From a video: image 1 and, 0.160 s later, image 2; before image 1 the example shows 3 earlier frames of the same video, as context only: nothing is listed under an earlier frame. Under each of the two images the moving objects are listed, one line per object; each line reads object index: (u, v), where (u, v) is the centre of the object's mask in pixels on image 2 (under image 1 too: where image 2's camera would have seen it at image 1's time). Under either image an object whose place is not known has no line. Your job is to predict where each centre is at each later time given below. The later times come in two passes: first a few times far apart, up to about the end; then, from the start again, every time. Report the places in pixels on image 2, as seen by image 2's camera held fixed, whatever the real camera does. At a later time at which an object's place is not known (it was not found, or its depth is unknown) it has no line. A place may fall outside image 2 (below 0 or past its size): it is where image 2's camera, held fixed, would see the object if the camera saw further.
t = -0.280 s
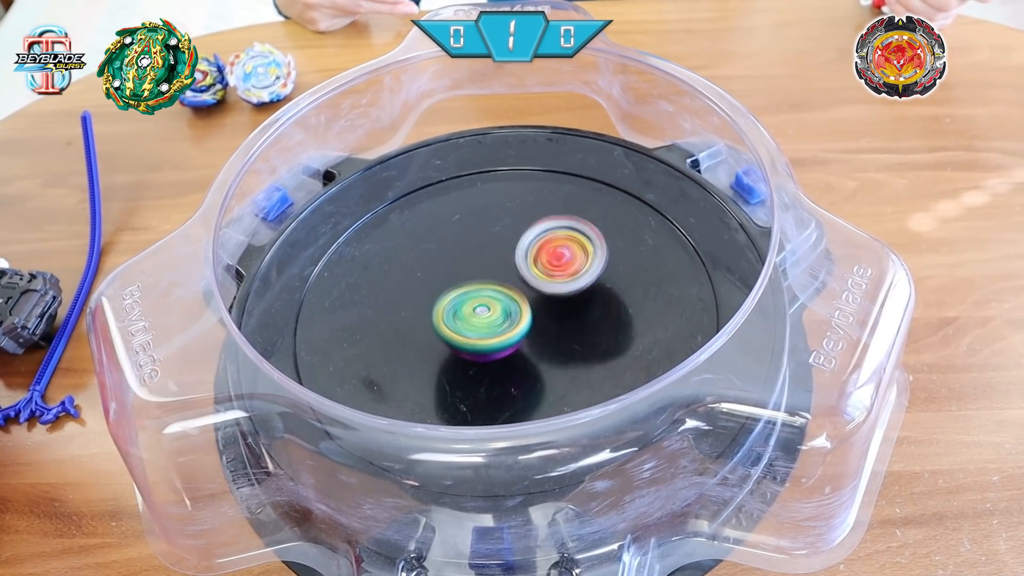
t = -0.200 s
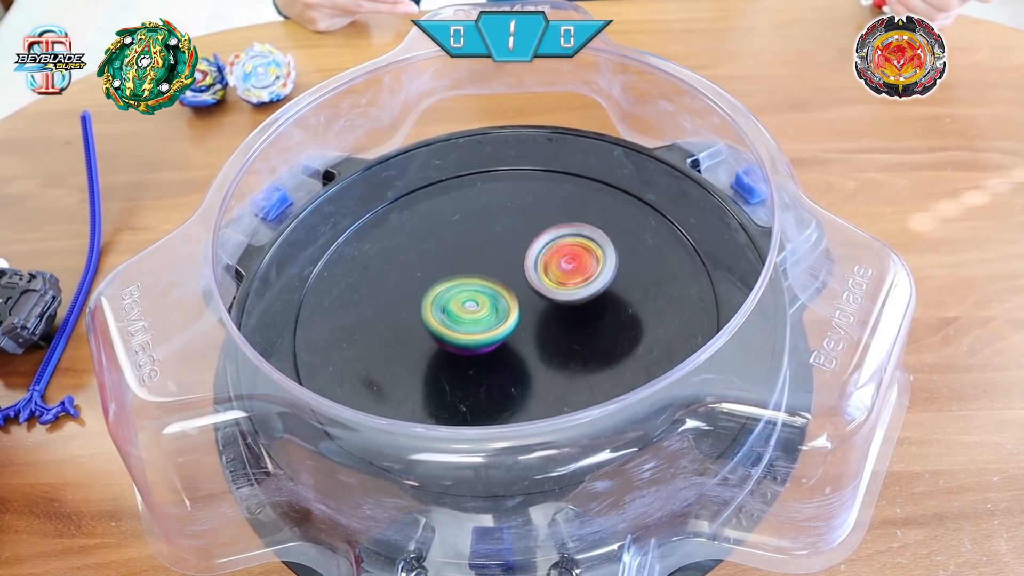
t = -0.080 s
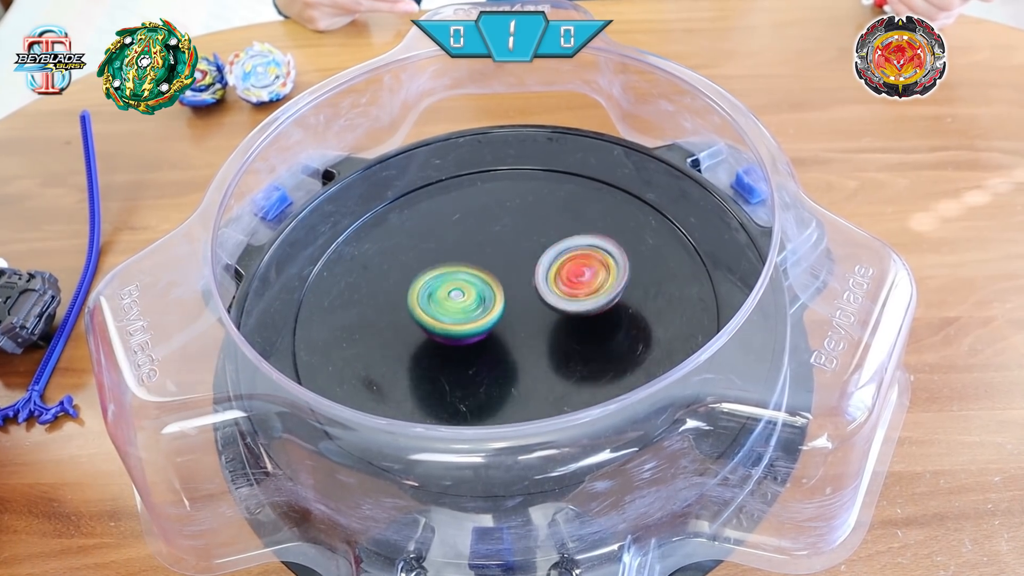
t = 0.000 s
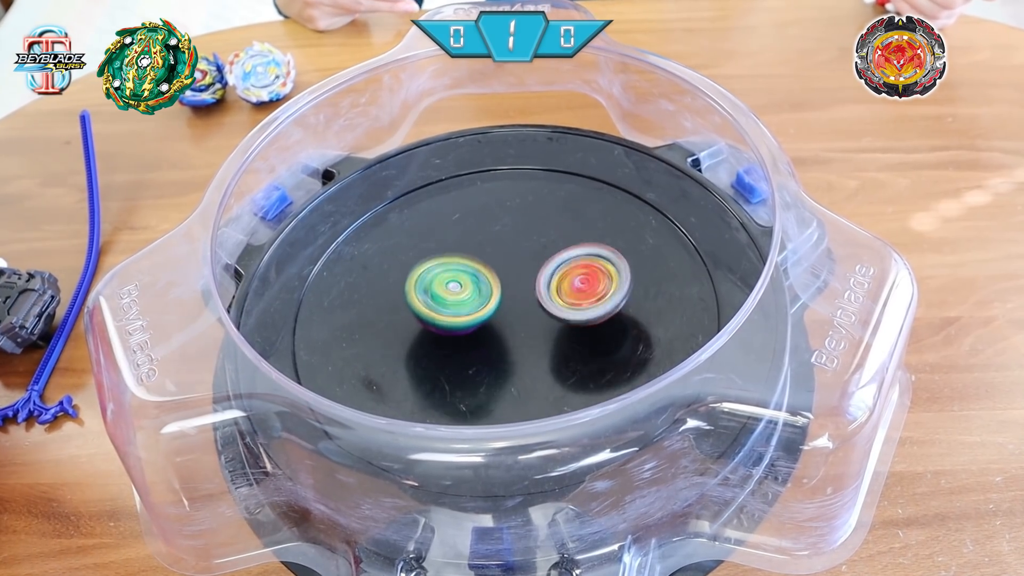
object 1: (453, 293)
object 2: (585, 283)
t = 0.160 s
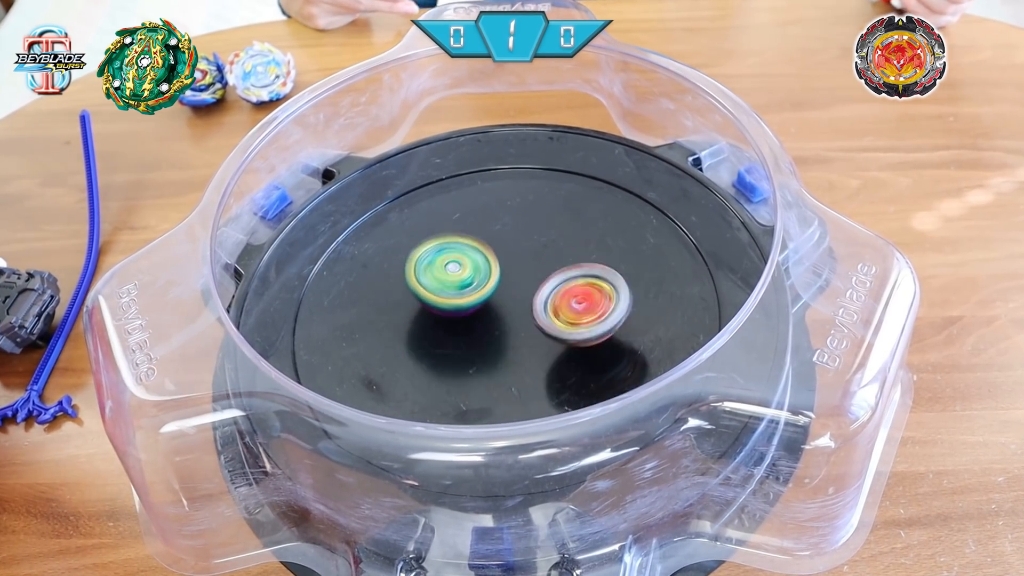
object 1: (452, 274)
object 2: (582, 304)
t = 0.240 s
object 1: (456, 266)
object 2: (580, 311)
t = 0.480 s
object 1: (482, 255)
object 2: (561, 312)
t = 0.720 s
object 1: (501, 242)
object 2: (542, 320)
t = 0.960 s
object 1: (528, 241)
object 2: (502, 318)
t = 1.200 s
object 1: (546, 243)
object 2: (458, 306)
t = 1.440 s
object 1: (538, 271)
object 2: (439, 277)
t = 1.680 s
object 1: (527, 305)
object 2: (414, 251)
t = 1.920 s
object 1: (499, 321)
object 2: (441, 245)
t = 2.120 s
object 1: (472, 327)
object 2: (478, 239)
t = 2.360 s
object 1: (456, 321)
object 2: (530, 255)
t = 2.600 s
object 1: (470, 301)
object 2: (574, 278)
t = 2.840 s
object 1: (492, 283)
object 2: (587, 311)
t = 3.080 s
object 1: (520, 271)
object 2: (573, 331)
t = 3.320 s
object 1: (536, 265)
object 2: (529, 344)
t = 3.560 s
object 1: (538, 270)
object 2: (459, 323)
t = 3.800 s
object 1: (535, 284)
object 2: (412, 282)
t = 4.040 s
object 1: (534, 300)
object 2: (403, 241)
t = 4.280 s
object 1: (513, 305)
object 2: (453, 224)
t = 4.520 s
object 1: (488, 312)
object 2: (528, 227)
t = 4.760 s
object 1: (471, 312)
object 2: (582, 263)
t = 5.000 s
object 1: (481, 300)
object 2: (584, 323)
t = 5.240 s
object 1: (502, 286)
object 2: (534, 359)
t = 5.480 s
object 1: (527, 278)
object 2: (449, 341)
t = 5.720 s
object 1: (541, 285)
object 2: (410, 287)
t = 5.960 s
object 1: (530, 296)
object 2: (439, 238)
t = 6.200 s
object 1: (508, 307)
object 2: (506, 219)
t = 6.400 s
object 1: (491, 315)
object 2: (555, 245)
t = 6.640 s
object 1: (478, 305)
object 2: (580, 309)
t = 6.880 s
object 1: (493, 289)
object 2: (543, 353)
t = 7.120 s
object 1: (520, 279)
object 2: (461, 359)
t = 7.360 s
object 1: (534, 291)
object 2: (419, 306)
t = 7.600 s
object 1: (519, 304)
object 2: (452, 245)
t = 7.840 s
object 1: (496, 298)
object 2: (525, 225)
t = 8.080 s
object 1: (472, 302)
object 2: (593, 245)
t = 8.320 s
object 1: (479, 292)
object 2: (597, 308)
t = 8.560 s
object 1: (508, 278)
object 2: (515, 364)
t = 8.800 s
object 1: (525, 275)
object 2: (420, 336)
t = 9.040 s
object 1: (516, 292)
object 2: (408, 260)
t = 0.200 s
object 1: (454, 270)
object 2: (580, 308)
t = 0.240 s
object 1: (456, 266)
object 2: (580, 311)
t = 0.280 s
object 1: (459, 263)
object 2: (580, 314)
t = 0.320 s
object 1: (462, 260)
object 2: (578, 316)
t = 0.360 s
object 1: (466, 258)
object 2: (575, 316)
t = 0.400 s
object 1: (471, 257)
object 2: (571, 316)
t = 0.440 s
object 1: (476, 256)
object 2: (567, 314)
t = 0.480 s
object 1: (482, 255)
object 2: (561, 312)
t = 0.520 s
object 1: (487, 256)
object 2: (552, 310)
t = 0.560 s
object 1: (490, 251)
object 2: (549, 313)
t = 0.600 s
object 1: (492, 246)
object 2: (548, 319)
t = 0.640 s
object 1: (494, 244)
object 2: (549, 321)
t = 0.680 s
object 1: (497, 242)
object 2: (547, 321)
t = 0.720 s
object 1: (501, 242)
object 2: (542, 320)
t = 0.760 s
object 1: (505, 242)
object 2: (537, 319)
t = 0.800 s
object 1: (510, 243)
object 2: (530, 316)
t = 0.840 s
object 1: (514, 242)
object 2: (522, 317)
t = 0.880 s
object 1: (518, 242)
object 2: (516, 317)
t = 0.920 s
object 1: (522, 242)
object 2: (511, 317)
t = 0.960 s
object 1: (528, 241)
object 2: (502, 318)
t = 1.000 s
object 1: (532, 239)
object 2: (494, 318)
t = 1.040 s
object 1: (536, 239)
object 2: (487, 318)
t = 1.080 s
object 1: (539, 239)
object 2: (479, 316)
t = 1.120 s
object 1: (543, 240)
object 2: (471, 313)
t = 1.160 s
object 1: (545, 241)
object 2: (465, 310)
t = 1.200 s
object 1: (546, 243)
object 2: (458, 306)
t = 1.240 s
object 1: (547, 246)
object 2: (451, 303)
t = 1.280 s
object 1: (546, 250)
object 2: (447, 299)
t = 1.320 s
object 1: (545, 255)
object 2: (444, 294)
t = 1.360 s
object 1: (543, 260)
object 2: (441, 289)
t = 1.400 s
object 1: (541, 266)
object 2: (440, 283)
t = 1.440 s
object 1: (538, 271)
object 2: (439, 277)
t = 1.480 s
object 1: (537, 277)
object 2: (436, 271)
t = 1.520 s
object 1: (536, 283)
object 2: (428, 264)
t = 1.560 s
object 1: (535, 288)
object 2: (422, 260)
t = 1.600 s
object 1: (533, 295)
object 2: (417, 256)
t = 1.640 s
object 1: (530, 300)
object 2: (415, 253)
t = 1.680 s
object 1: (527, 305)
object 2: (414, 251)
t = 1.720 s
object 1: (524, 309)
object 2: (416, 249)
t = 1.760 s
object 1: (520, 313)
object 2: (420, 247)
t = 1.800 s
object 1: (515, 316)
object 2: (424, 246)
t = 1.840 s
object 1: (510, 319)
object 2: (429, 245)
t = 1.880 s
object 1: (505, 320)
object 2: (435, 245)
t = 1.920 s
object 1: (499, 321)
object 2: (441, 245)
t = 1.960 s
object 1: (493, 322)
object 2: (448, 245)
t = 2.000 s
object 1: (488, 321)
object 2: (456, 246)
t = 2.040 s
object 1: (481, 324)
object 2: (464, 244)
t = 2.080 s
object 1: (476, 326)
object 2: (471, 240)
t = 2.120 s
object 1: (472, 327)
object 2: (478, 239)
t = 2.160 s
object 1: (467, 327)
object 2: (485, 239)
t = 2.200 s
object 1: (464, 327)
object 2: (492, 242)
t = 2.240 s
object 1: (460, 326)
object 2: (501, 245)
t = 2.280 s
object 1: (458, 325)
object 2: (510, 249)
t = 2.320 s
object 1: (456, 323)
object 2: (520, 251)
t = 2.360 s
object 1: (456, 321)
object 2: (530, 255)
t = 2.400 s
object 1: (457, 318)
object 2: (539, 259)
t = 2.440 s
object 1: (459, 315)
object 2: (546, 263)
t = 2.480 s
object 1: (462, 312)
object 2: (553, 266)
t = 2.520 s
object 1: (465, 308)
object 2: (560, 270)
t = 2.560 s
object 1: (470, 305)
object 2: (565, 274)
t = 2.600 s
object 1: (470, 301)
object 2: (574, 278)
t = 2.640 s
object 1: (473, 298)
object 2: (581, 282)
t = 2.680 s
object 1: (476, 295)
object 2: (585, 287)
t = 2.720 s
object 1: (479, 292)
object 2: (587, 294)
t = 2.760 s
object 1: (483, 289)
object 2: (588, 300)
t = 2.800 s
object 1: (488, 286)
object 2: (588, 306)
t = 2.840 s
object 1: (492, 283)
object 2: (587, 311)
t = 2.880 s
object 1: (498, 280)
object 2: (585, 315)
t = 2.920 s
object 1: (503, 278)
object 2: (584, 319)
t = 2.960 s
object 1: (508, 277)
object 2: (582, 322)
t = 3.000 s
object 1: (513, 275)
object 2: (580, 325)
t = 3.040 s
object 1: (516, 273)
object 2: (577, 328)
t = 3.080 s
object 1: (520, 271)
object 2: (573, 331)
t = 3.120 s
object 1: (524, 270)
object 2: (568, 335)
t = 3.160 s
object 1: (526, 269)
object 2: (562, 337)
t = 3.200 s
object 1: (530, 267)
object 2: (555, 338)
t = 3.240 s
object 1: (532, 266)
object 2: (547, 340)
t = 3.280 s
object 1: (535, 266)
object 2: (538, 343)
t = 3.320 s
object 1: (536, 265)
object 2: (529, 344)
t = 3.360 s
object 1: (538, 265)
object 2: (518, 343)
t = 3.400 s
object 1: (539, 265)
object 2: (506, 340)
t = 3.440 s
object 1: (539, 265)
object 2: (494, 337)
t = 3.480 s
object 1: (539, 267)
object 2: (482, 333)
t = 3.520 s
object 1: (539, 268)
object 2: (470, 328)
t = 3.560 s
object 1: (538, 270)
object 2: (459, 323)
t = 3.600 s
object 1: (537, 272)
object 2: (449, 318)
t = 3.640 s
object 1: (535, 274)
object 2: (441, 312)
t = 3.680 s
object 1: (533, 276)
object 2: (435, 306)
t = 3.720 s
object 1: (530, 279)
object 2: (431, 299)
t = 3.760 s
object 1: (528, 281)
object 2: (425, 291)
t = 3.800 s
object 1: (535, 284)
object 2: (412, 282)
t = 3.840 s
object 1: (536, 287)
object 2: (403, 274)
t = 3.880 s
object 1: (537, 289)
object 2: (399, 267)
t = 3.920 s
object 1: (537, 292)
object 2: (397, 260)
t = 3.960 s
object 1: (537, 294)
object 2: (398, 253)
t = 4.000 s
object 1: (536, 297)
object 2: (400, 246)
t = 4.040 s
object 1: (534, 300)
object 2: (403, 241)
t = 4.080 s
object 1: (531, 302)
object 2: (408, 236)
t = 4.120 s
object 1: (528, 303)
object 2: (414, 232)
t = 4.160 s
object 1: (525, 304)
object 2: (422, 228)
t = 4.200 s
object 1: (521, 305)
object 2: (431, 226)
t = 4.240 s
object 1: (517, 305)
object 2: (441, 224)
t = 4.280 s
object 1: (513, 305)
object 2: (453, 224)
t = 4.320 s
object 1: (509, 304)
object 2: (465, 225)
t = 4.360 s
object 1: (505, 303)
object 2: (478, 226)
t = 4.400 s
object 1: (500, 304)
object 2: (491, 227)
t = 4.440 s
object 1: (494, 308)
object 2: (504, 225)
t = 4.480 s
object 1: (491, 309)
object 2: (517, 225)
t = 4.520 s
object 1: (488, 312)
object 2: (528, 227)
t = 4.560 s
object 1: (483, 313)
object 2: (540, 230)
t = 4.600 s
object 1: (480, 314)
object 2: (551, 235)
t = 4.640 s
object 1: (477, 314)
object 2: (560, 240)
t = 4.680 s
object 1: (475, 313)
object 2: (569, 246)
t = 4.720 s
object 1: (473, 313)
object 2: (576, 254)
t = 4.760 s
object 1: (471, 312)
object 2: (582, 263)
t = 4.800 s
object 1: (471, 311)
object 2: (586, 272)
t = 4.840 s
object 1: (471, 309)
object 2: (587, 284)
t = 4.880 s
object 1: (474, 307)
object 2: (587, 295)
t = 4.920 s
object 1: (475, 305)
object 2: (587, 307)
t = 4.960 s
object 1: (477, 303)
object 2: (586, 316)
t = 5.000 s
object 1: (481, 300)
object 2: (584, 323)
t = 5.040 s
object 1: (484, 299)
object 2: (579, 329)
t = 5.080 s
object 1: (489, 296)
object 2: (573, 335)
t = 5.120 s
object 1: (492, 294)
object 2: (565, 342)
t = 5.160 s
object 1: (496, 291)
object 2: (557, 348)
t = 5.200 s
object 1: (500, 288)
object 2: (547, 354)
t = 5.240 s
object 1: (502, 286)
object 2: (534, 359)
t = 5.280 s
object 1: (507, 283)
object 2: (520, 361)
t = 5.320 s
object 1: (512, 281)
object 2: (505, 360)
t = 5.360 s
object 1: (515, 280)
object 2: (491, 358)
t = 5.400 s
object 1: (519, 279)
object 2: (476, 353)
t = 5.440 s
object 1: (524, 279)
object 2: (462, 347)
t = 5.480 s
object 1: (527, 278)
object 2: (449, 341)
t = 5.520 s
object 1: (532, 279)
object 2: (437, 334)
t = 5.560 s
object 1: (534, 280)
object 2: (426, 326)
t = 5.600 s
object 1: (537, 280)
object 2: (418, 317)
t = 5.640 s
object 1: (539, 281)
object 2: (413, 307)
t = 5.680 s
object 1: (540, 284)
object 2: (410, 297)
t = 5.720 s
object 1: (541, 285)
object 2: (410, 287)
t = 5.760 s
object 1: (540, 286)
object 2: (411, 278)
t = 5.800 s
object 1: (540, 288)
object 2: (415, 268)
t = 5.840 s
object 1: (538, 291)
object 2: (418, 259)
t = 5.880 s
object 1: (535, 293)
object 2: (423, 251)
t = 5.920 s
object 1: (533, 294)
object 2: (430, 244)
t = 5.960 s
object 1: (530, 296)
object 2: (439, 238)
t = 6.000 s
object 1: (526, 297)
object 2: (449, 233)
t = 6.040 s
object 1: (522, 297)
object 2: (460, 229)
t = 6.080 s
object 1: (518, 297)
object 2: (472, 226)
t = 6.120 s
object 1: (514, 297)
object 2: (483, 224)
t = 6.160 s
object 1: (510, 302)
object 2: (494, 221)
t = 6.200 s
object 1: (508, 307)
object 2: (506, 219)
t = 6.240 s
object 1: (505, 310)
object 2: (517, 219)
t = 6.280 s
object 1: (503, 312)
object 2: (528, 223)
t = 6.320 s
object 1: (499, 314)
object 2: (538, 228)
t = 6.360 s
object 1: (494, 315)
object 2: (547, 235)
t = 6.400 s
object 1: (491, 315)
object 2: (555, 245)
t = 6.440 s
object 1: (488, 316)
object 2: (563, 253)
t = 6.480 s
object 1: (483, 315)
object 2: (570, 262)
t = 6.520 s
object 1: (481, 312)
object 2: (576, 273)
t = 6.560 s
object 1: (480, 311)
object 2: (579, 284)
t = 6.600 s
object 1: (477, 309)
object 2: (580, 297)
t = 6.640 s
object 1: (478, 305)
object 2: (580, 309)
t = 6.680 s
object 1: (479, 302)
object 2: (579, 318)
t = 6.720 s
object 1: (480, 300)
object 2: (576, 326)
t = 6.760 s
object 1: (482, 297)
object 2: (571, 334)
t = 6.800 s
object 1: (487, 295)
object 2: (563, 341)
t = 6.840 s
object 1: (489, 292)
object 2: (552, 349)
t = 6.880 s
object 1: (493, 289)
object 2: (543, 353)
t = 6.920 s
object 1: (498, 285)
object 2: (530, 360)
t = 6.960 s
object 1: (504, 282)
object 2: (516, 365)
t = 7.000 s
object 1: (507, 281)
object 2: (503, 367)
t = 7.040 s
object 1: (510, 280)
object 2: (488, 367)
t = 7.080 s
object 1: (515, 278)
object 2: (475, 364)
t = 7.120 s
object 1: (520, 279)
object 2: (461, 359)
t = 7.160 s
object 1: (523, 281)
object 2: (450, 354)
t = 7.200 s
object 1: (526, 281)
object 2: (438, 347)
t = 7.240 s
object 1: (530, 282)
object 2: (429, 338)
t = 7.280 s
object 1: (533, 285)
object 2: (424, 327)
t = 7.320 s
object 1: (533, 288)
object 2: (420, 316)
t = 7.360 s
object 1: (534, 291)
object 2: (419, 306)
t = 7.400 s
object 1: (534, 293)
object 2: (419, 294)
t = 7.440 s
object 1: (533, 297)
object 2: (423, 284)
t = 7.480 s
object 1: (529, 299)
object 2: (429, 272)
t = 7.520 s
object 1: (527, 300)
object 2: (437, 263)
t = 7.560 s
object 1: (524, 302)
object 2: (443, 252)
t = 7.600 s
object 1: (519, 304)
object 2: (452, 245)
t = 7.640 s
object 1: (515, 303)
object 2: (463, 238)
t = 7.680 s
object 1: (513, 303)
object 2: (475, 233)
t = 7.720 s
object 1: (509, 301)
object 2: (487, 227)
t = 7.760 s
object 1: (504, 300)
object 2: (499, 225)
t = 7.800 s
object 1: (500, 299)
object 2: (512, 224)
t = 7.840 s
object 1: (496, 298)
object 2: (525, 225)
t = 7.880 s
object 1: (493, 297)
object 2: (537, 226)
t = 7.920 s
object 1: (484, 302)
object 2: (553, 224)
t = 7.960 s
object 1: (479, 302)
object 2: (567, 227)
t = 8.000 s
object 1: (478, 302)
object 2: (578, 230)
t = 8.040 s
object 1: (476, 303)
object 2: (587, 236)
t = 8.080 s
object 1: (472, 302)
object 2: (593, 245)
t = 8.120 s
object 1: (470, 300)
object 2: (600, 254)
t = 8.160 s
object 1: (471, 299)
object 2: (605, 264)
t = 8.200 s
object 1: (472, 298)
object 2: (607, 274)
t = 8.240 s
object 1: (471, 296)
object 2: (606, 286)
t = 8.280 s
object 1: (474, 293)
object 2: (603, 297)
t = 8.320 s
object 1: (479, 292)
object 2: (597, 308)
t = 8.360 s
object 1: (480, 293)
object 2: (589, 317)
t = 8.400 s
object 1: (482, 292)
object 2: (578, 327)
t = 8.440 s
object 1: (486, 291)
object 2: (567, 334)
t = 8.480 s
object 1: (492, 288)
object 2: (553, 343)
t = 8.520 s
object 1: (500, 283)
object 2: (534, 354)
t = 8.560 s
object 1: (508, 278)
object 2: (515, 364)
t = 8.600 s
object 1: (514, 278)
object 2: (495, 370)
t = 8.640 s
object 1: (514, 277)
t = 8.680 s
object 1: (515, 274)
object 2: (460, 366)
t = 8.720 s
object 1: (519, 272)
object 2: (444, 358)
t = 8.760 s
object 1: (523, 273)
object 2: (431, 348)
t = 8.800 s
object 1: (525, 275)
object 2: (420, 336)
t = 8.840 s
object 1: (525, 278)
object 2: (411, 321)
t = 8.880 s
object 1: (526, 280)
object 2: (403, 307)
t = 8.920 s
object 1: (526, 283)
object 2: (400, 294)
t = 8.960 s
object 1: (525, 286)
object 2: (400, 283)
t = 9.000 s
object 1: (521, 289)
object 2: (401, 270)
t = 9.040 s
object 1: (516, 292)
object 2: (408, 260)
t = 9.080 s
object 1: (512, 292)
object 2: (414, 250)
